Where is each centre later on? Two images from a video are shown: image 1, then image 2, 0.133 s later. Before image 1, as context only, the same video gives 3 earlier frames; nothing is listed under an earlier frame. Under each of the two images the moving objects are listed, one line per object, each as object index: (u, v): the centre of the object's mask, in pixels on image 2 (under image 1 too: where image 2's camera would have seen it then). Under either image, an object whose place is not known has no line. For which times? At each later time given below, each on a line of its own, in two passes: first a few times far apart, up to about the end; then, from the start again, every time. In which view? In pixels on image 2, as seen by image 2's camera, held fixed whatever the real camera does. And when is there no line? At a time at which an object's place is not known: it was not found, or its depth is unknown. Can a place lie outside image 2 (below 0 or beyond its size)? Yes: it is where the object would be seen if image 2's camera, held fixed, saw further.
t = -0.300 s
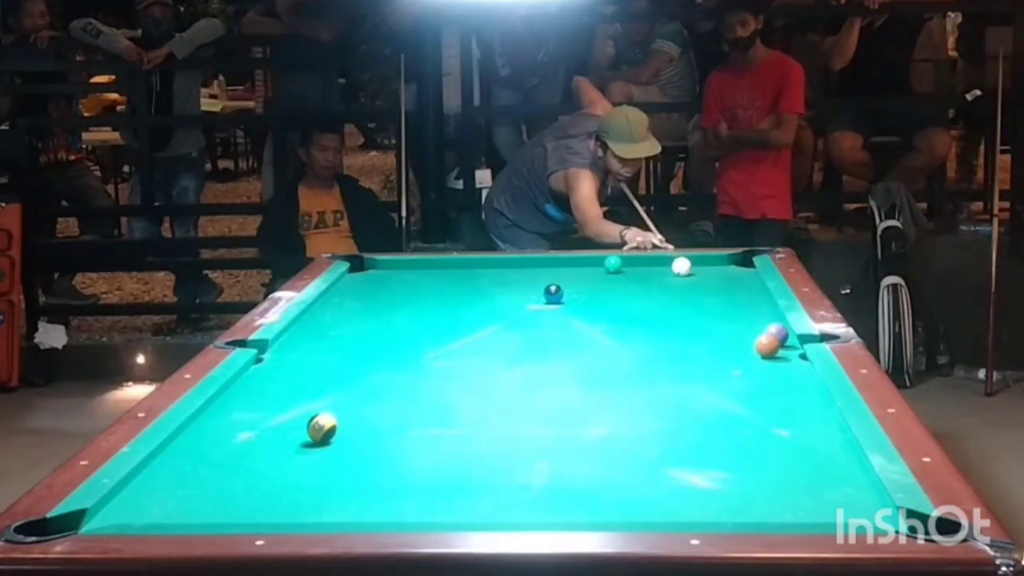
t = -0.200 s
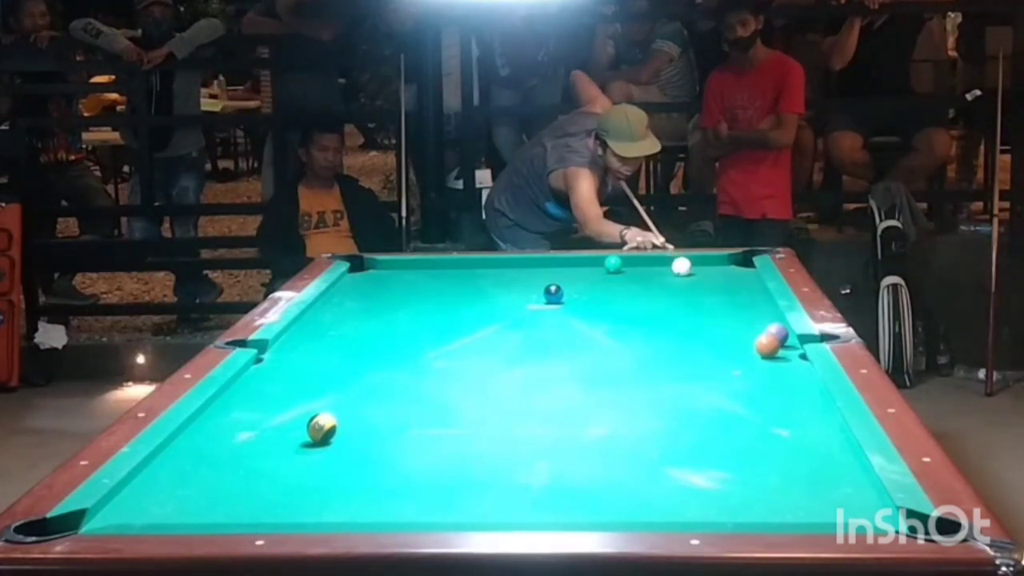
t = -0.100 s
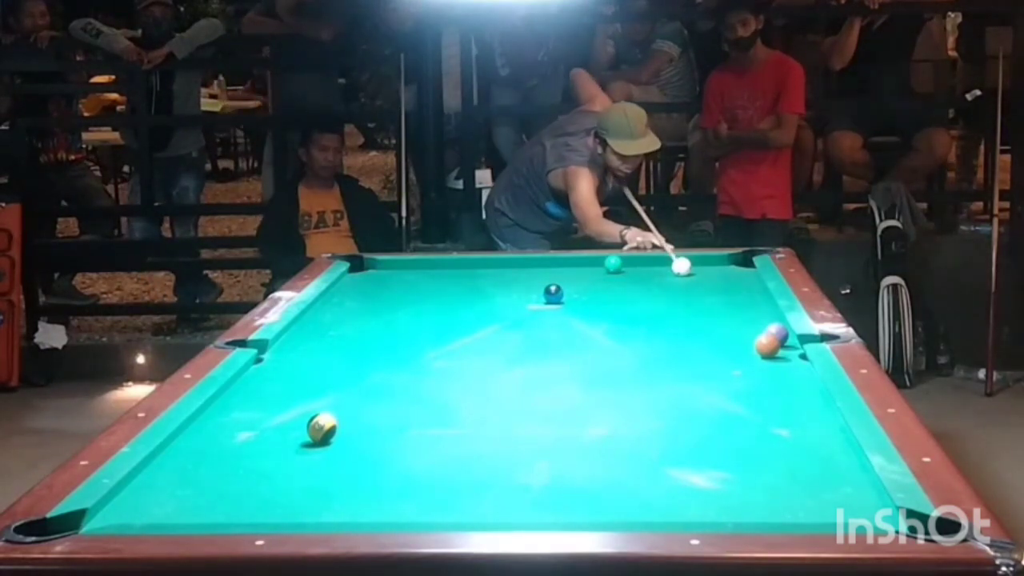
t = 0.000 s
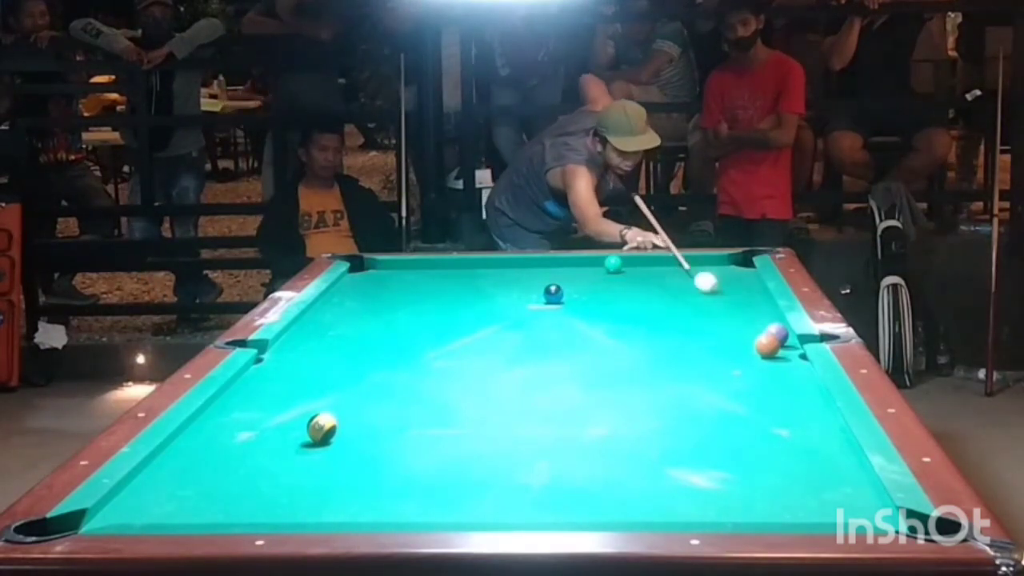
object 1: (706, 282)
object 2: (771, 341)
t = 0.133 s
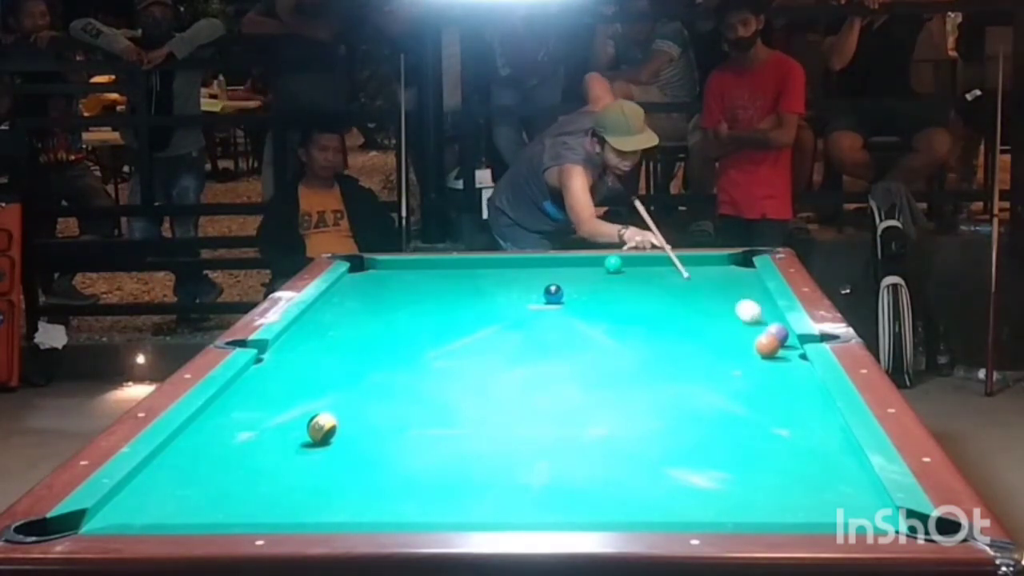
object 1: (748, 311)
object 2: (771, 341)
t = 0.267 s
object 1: (770, 328)
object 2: (753, 352)
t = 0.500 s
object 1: (725, 319)
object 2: (664, 398)
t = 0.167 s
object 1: (759, 318)
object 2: (771, 340)
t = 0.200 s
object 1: (770, 323)
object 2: (771, 342)
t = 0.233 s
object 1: (778, 326)
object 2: (771, 343)
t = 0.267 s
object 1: (770, 328)
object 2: (753, 352)
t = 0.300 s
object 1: (763, 327)
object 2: (741, 358)
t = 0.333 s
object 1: (756, 326)
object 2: (727, 365)
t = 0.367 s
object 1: (749, 325)
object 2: (715, 371)
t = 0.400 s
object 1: (743, 324)
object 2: (702, 377)
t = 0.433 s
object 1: (736, 322)
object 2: (689, 385)
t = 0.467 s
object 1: (730, 321)
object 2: (676, 391)
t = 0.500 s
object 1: (725, 319)
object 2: (664, 398)
